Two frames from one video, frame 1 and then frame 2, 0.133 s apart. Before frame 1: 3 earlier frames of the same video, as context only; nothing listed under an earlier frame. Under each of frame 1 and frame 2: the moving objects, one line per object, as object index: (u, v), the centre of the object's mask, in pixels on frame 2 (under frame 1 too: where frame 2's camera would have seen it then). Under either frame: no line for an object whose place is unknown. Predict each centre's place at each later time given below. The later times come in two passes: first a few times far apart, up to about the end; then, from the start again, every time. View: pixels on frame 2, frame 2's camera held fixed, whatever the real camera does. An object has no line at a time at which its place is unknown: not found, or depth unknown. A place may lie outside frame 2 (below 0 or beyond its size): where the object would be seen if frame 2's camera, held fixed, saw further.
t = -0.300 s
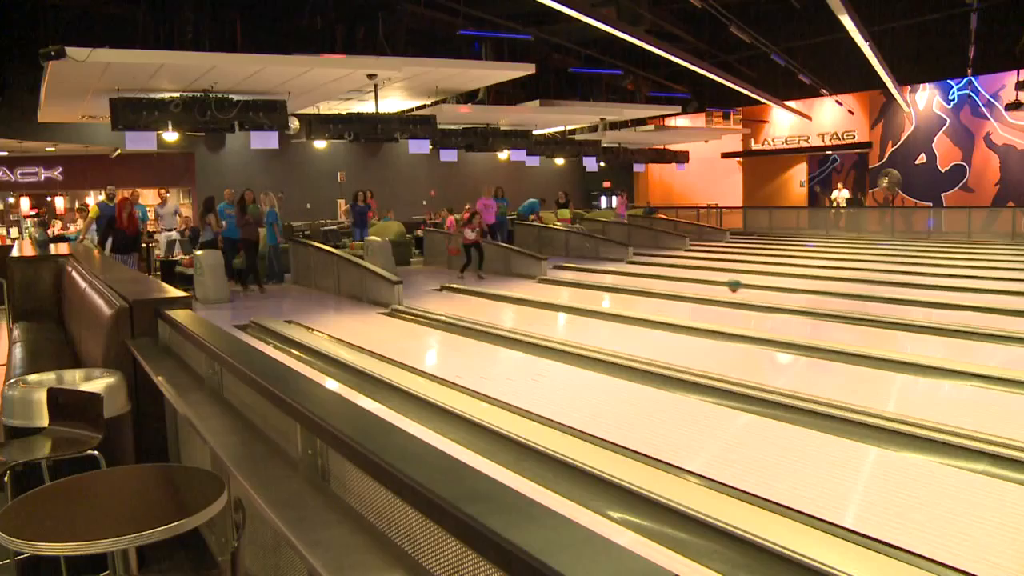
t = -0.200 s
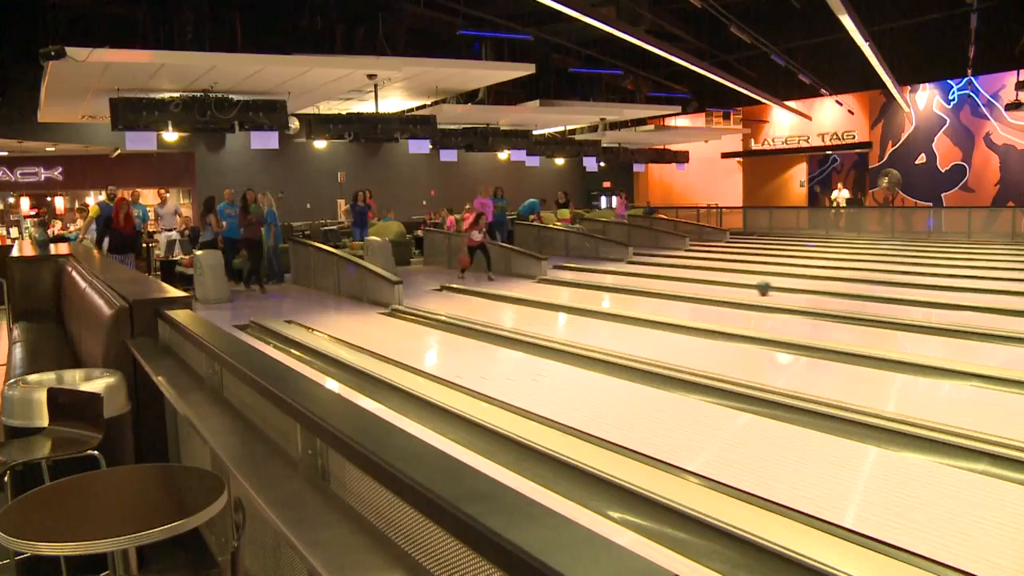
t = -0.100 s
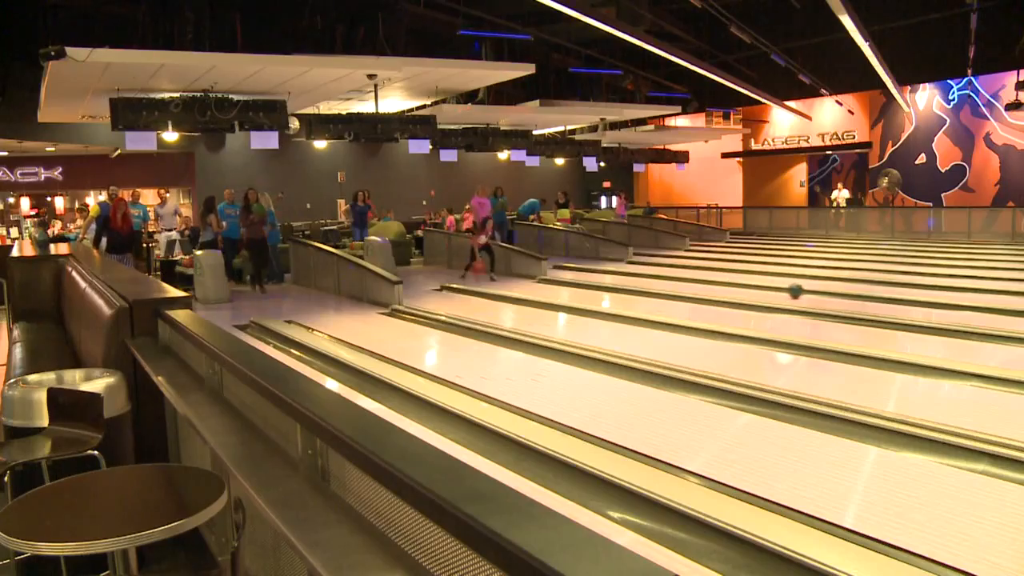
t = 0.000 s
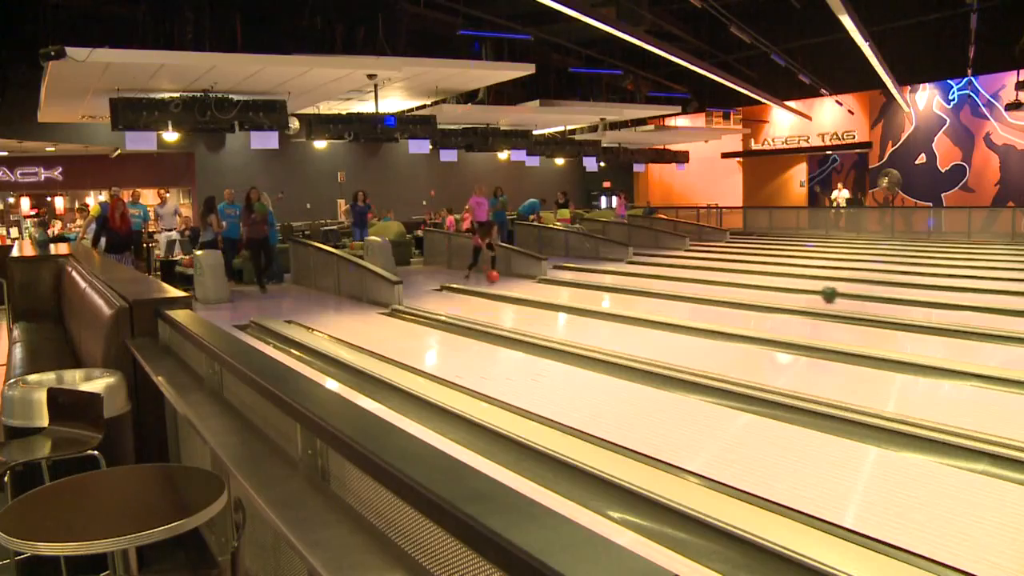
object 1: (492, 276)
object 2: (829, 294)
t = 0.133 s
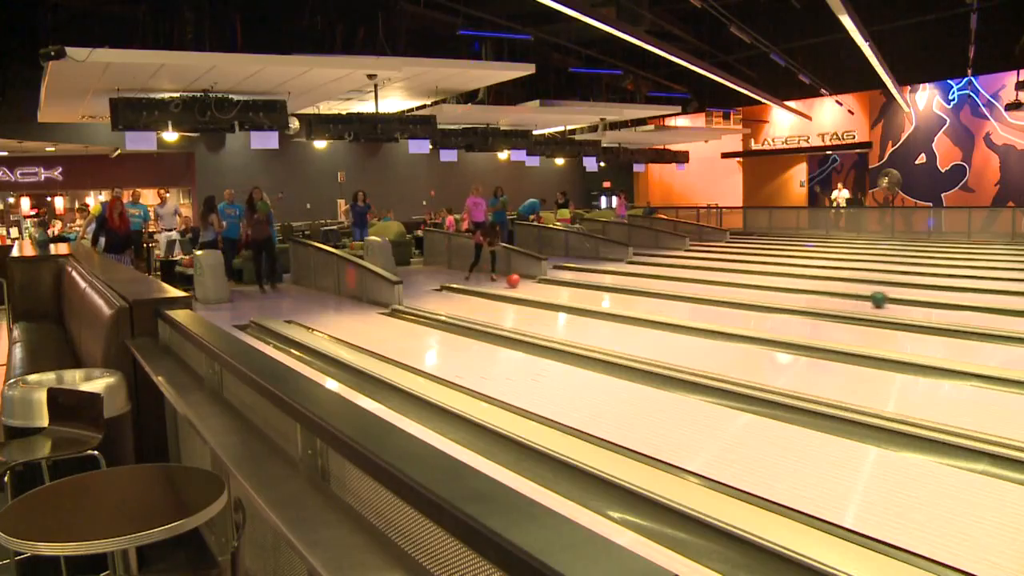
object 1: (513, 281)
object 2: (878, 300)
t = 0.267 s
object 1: (536, 284)
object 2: (933, 305)
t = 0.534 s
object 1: (587, 290)
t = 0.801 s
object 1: (647, 298)
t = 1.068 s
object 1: (716, 307)
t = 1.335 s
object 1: (800, 318)
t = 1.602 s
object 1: (900, 331)
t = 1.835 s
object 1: (1008, 345)
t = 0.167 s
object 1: (518, 282)
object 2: (891, 301)
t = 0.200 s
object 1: (524, 282)
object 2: (904, 302)
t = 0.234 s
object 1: (530, 283)
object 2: (918, 303)
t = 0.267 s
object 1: (536, 284)
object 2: (933, 305)
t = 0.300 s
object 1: (542, 284)
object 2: (948, 306)
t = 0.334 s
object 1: (547, 285)
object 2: (963, 307)
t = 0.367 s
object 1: (554, 286)
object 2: (978, 309)
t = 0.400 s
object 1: (561, 287)
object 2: (995, 310)
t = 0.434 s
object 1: (567, 288)
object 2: (1012, 312)
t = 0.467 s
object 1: (574, 289)
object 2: (1021, 313)
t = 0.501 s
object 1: (580, 289)
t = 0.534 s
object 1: (587, 290)
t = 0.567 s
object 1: (594, 291)
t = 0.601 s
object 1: (601, 292)
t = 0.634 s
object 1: (609, 293)
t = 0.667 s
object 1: (616, 294)
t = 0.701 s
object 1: (623, 296)
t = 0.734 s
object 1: (631, 296)
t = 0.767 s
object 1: (639, 297)
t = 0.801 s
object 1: (647, 298)
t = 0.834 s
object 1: (655, 299)
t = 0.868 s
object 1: (663, 301)
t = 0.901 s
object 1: (671, 302)
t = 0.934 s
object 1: (680, 303)
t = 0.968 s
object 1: (688, 304)
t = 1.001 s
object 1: (698, 305)
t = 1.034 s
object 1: (707, 306)
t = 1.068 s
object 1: (716, 307)
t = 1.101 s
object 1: (726, 308)
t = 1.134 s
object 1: (736, 310)
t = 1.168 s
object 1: (746, 311)
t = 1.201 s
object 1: (756, 313)
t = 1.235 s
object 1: (766, 314)
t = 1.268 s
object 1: (777, 315)
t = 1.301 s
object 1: (789, 317)
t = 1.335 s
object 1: (800, 318)
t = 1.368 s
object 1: (811, 319)
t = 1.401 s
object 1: (823, 321)
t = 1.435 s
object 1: (835, 323)
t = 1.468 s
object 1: (847, 325)
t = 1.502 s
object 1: (860, 326)
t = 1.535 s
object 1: (873, 328)
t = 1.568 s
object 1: (886, 330)
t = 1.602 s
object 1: (900, 331)
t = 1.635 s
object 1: (914, 333)
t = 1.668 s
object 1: (928, 335)
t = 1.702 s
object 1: (944, 337)
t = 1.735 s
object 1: (959, 339)
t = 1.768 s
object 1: (975, 341)
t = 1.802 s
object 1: (991, 344)
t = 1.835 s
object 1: (1008, 345)
